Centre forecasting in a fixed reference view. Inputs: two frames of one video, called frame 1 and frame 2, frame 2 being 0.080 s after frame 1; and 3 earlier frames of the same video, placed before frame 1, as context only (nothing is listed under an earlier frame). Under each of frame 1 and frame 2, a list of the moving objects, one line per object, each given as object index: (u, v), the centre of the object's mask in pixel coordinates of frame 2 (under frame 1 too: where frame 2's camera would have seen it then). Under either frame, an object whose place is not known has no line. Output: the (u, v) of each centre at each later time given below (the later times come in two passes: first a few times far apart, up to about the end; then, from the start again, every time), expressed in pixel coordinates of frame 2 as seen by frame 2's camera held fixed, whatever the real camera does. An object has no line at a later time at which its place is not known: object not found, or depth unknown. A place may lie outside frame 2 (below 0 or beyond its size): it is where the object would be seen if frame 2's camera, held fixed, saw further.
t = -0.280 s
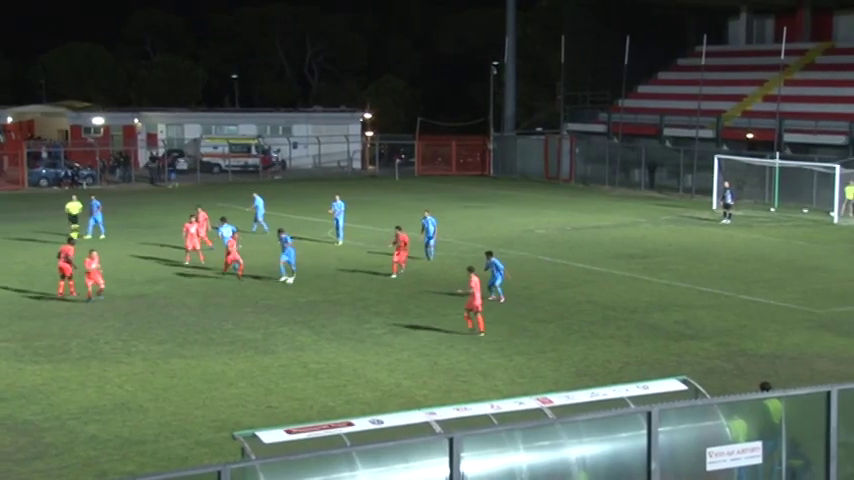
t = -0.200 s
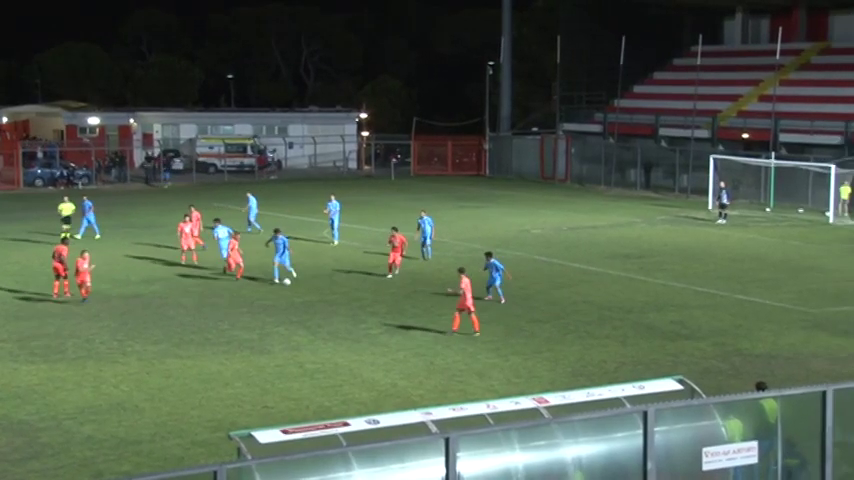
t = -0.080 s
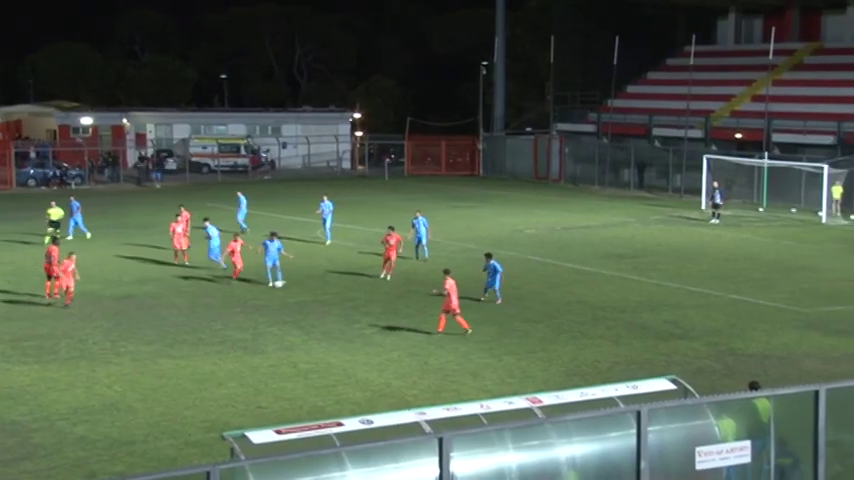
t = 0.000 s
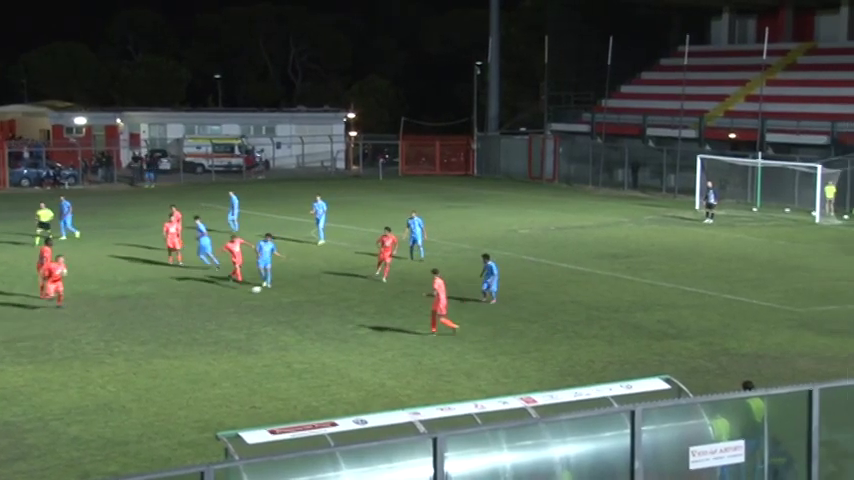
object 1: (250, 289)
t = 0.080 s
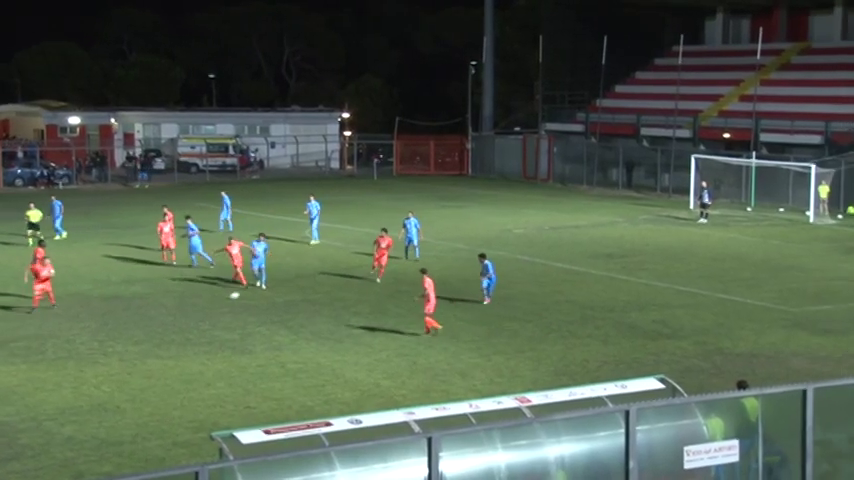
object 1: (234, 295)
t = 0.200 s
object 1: (210, 303)
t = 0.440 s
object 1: (160, 320)
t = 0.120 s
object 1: (226, 297)
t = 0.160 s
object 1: (218, 300)
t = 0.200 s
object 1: (210, 303)
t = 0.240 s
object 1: (201, 307)
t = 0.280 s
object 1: (193, 310)
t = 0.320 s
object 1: (185, 312)
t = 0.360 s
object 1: (177, 314)
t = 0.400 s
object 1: (168, 316)
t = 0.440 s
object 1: (160, 320)
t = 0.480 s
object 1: (151, 323)
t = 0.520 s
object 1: (144, 325)
